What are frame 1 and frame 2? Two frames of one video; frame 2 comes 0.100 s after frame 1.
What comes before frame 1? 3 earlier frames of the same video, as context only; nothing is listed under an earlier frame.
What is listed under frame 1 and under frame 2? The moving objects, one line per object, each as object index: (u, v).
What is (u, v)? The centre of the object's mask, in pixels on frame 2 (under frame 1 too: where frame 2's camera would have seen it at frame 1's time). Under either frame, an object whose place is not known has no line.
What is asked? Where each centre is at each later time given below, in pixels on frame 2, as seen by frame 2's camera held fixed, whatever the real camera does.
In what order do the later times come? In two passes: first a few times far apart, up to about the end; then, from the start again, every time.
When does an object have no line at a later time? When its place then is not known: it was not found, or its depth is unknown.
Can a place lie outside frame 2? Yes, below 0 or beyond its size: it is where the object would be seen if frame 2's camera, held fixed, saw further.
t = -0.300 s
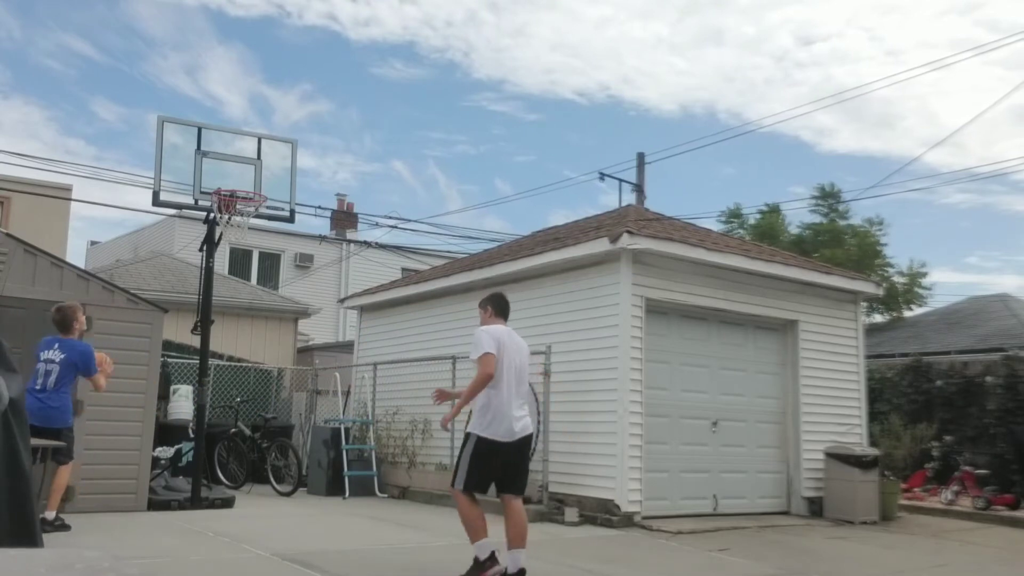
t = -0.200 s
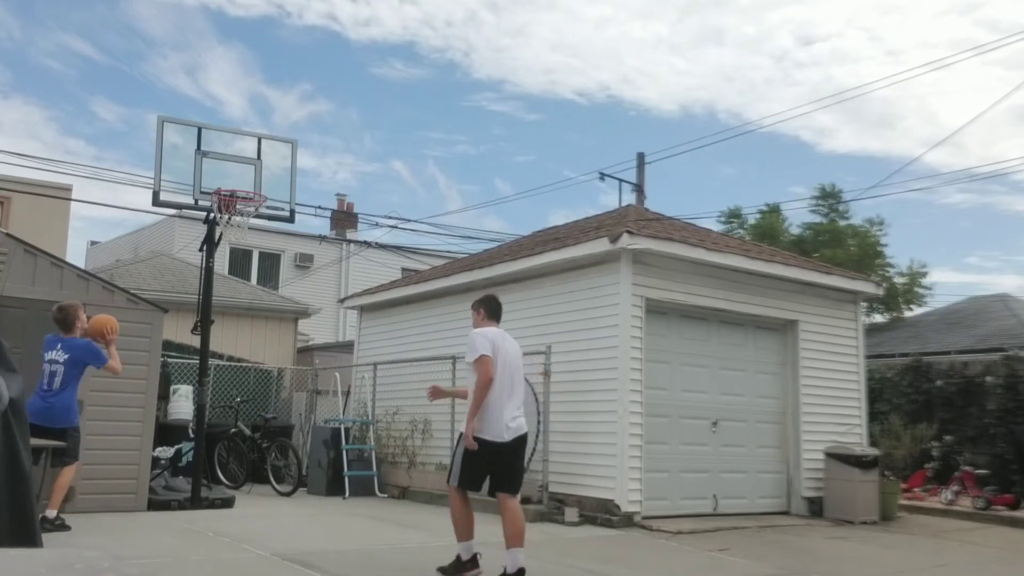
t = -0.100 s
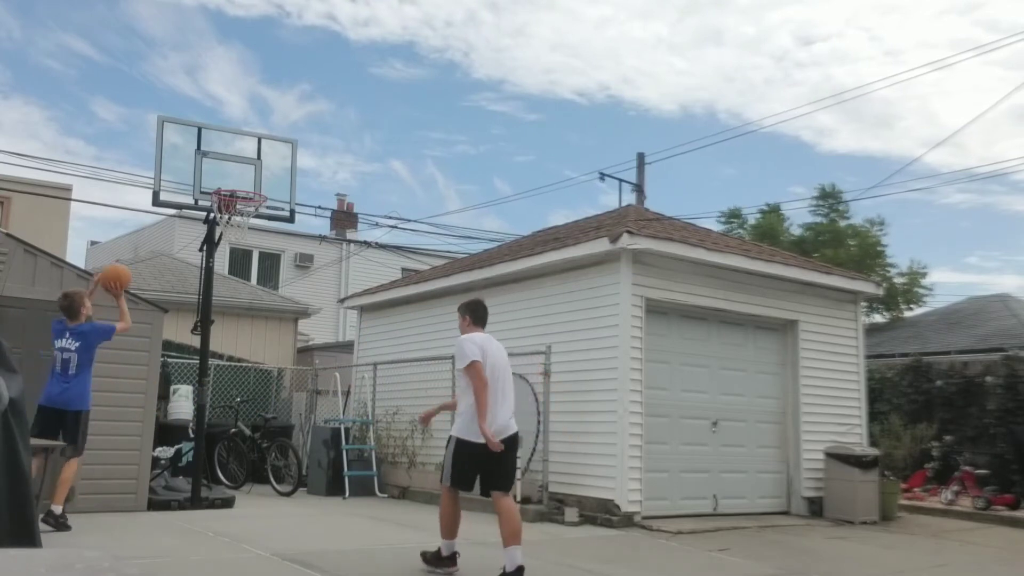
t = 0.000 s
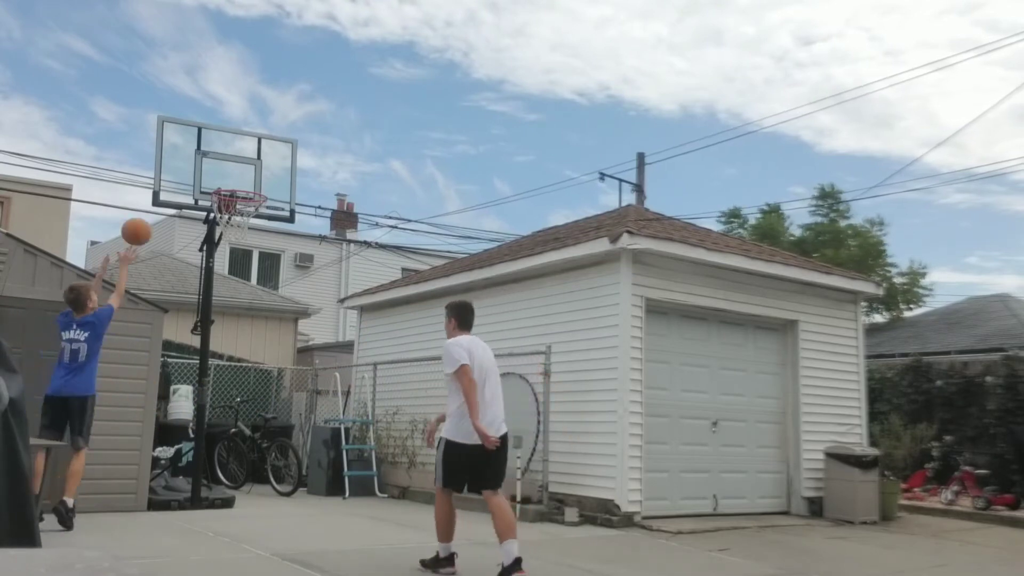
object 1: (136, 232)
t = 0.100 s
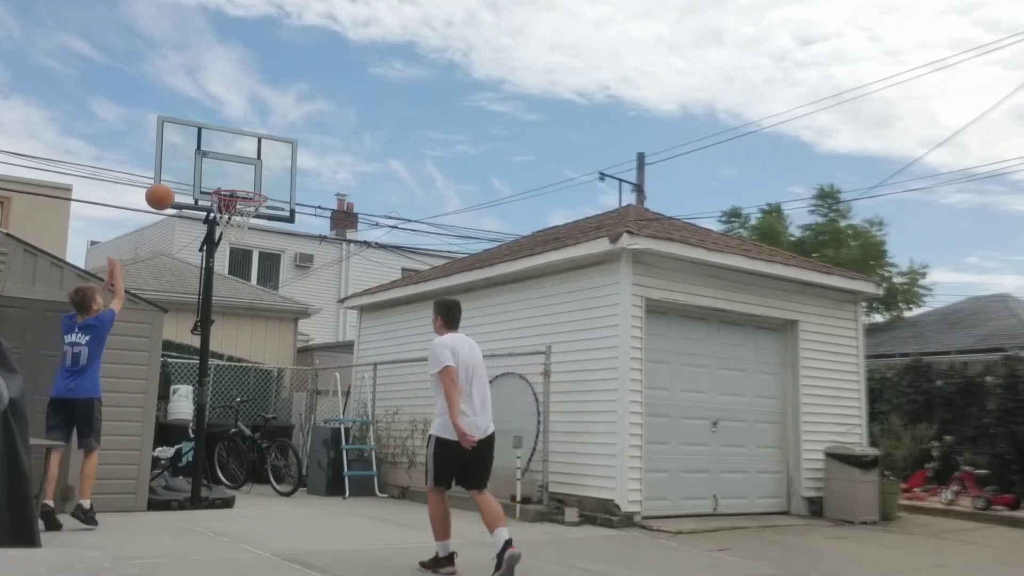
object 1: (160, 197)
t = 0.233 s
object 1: (187, 170)
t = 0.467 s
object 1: (226, 170)
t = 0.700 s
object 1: (257, 213)
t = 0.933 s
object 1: (239, 222)
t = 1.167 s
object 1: (226, 253)
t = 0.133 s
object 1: (167, 188)
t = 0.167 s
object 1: (174, 181)
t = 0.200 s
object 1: (181, 175)
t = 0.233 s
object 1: (187, 170)
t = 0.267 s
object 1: (193, 166)
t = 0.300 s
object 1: (199, 164)
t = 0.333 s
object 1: (205, 163)
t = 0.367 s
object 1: (210, 163)
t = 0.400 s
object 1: (216, 164)
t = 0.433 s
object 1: (221, 166)
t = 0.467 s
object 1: (226, 170)
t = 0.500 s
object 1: (231, 174)
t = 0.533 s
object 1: (236, 180)
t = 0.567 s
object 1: (241, 186)
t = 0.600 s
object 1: (246, 194)
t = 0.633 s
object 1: (251, 204)
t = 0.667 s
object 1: (255, 210)
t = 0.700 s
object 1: (257, 213)
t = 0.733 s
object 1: (257, 214)
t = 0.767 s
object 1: (253, 213)
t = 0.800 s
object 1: (251, 214)
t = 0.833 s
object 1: (249, 214)
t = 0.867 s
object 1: (245, 216)
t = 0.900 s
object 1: (242, 220)
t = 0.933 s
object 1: (239, 222)
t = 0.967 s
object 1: (236, 224)
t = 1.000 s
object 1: (234, 227)
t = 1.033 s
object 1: (231, 231)
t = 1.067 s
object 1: (230, 234)
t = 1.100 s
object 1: (227, 242)
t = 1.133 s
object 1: (226, 246)
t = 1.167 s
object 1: (226, 253)
